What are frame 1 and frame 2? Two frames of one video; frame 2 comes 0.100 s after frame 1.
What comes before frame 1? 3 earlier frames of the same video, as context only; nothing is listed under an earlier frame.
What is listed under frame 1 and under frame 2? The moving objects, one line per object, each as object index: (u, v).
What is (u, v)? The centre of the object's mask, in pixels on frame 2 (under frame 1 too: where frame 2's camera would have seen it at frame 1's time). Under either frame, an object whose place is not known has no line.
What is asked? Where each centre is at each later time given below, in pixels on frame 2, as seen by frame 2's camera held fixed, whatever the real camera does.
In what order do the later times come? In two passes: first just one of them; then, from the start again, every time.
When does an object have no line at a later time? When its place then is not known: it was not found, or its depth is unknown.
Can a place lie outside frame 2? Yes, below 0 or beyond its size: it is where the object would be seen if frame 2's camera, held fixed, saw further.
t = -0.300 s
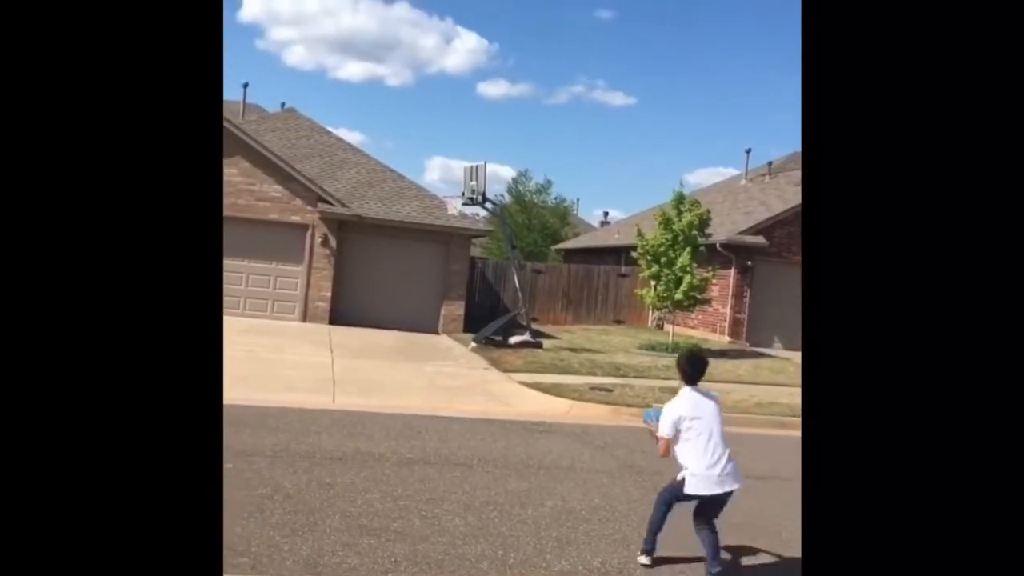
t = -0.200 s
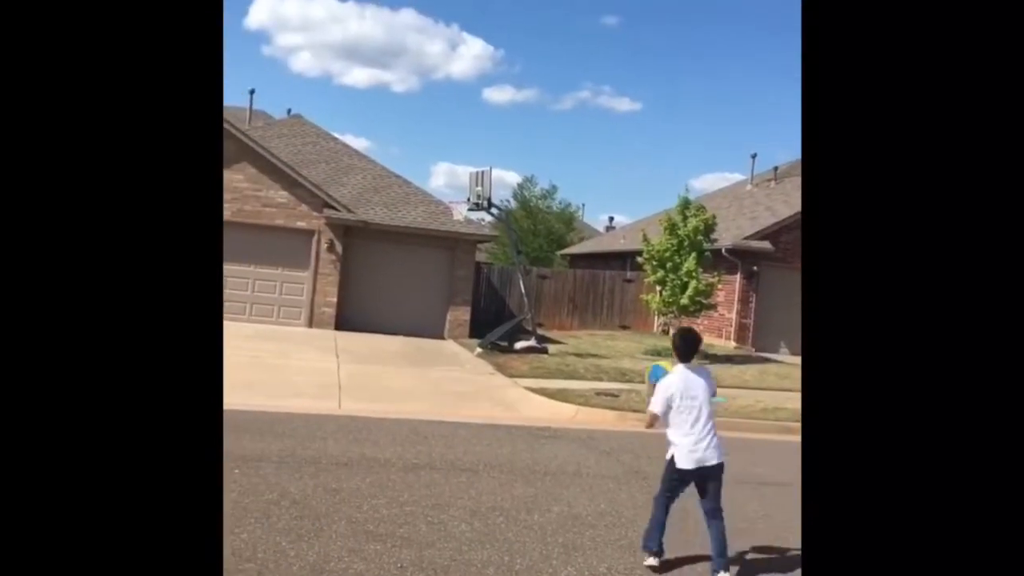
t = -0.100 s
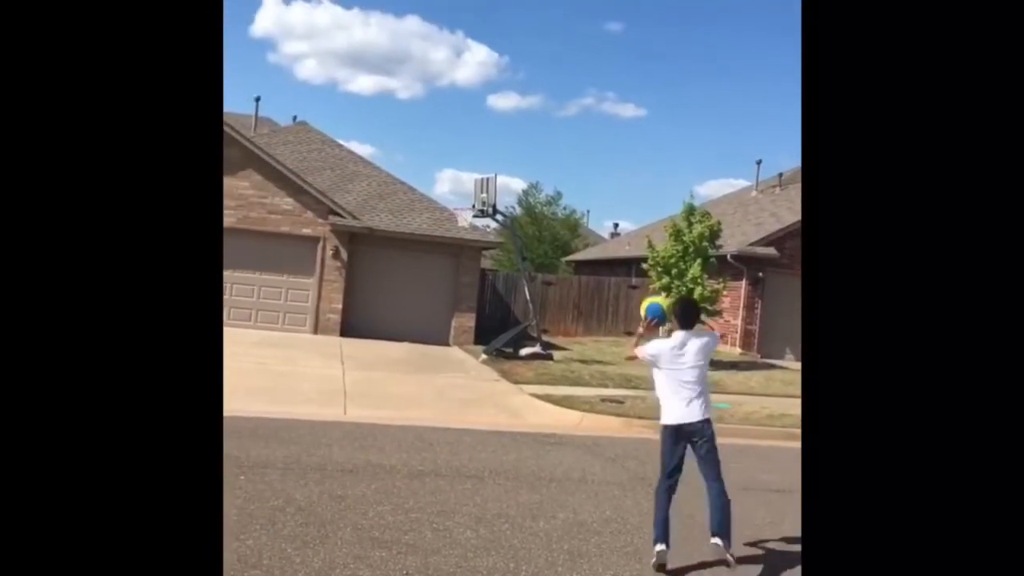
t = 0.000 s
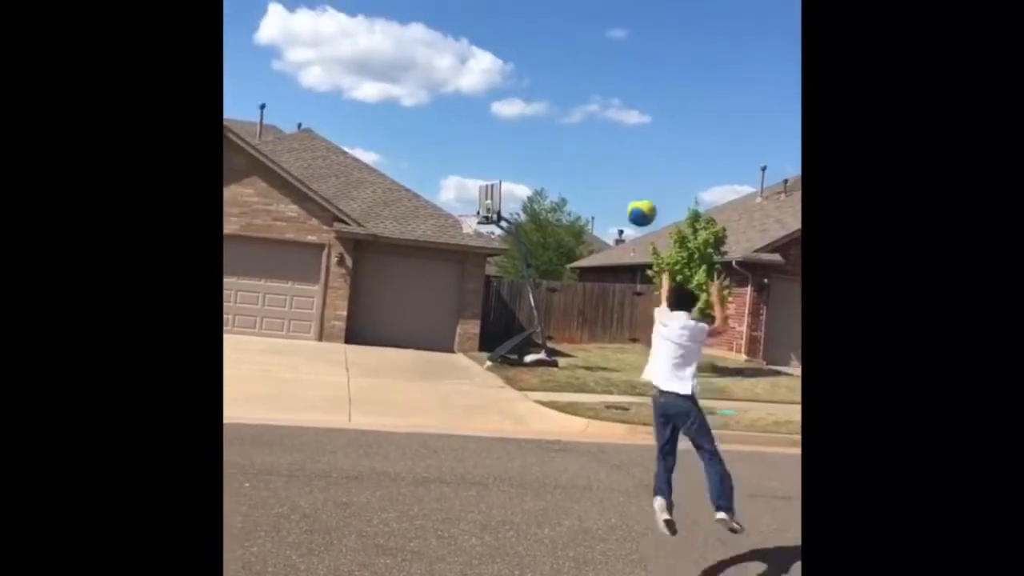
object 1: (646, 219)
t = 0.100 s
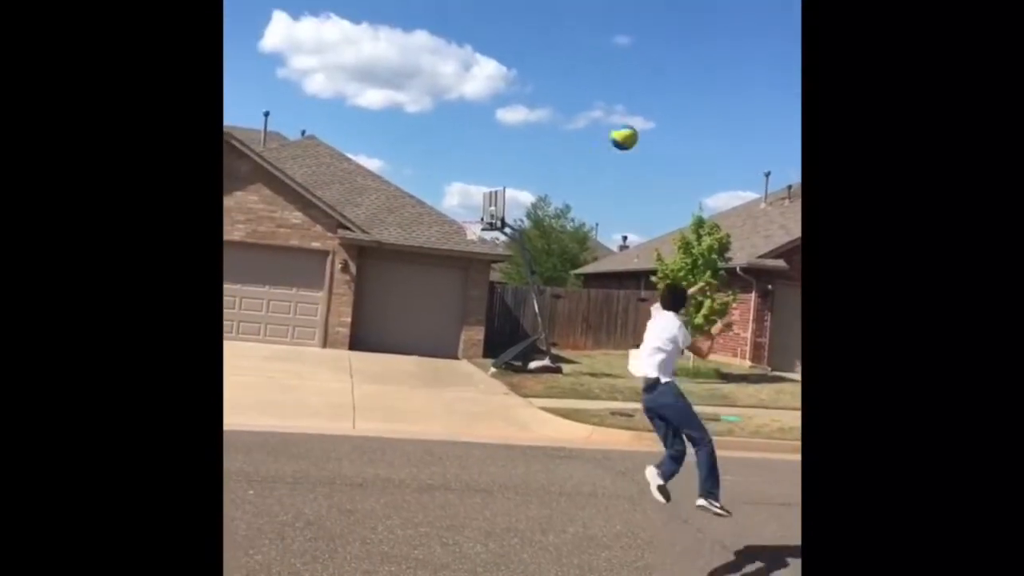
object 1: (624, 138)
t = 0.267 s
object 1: (595, 49)
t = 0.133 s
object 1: (617, 116)
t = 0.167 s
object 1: (612, 96)
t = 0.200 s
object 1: (606, 79)
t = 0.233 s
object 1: (600, 64)
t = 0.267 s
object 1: (595, 49)
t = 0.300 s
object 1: (590, 36)
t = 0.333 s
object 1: (585, 25)
